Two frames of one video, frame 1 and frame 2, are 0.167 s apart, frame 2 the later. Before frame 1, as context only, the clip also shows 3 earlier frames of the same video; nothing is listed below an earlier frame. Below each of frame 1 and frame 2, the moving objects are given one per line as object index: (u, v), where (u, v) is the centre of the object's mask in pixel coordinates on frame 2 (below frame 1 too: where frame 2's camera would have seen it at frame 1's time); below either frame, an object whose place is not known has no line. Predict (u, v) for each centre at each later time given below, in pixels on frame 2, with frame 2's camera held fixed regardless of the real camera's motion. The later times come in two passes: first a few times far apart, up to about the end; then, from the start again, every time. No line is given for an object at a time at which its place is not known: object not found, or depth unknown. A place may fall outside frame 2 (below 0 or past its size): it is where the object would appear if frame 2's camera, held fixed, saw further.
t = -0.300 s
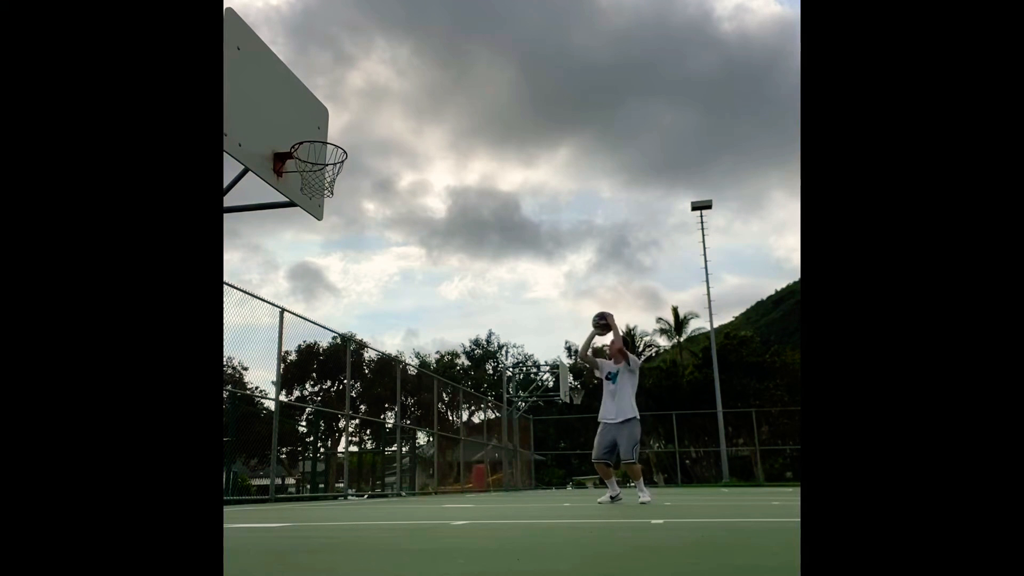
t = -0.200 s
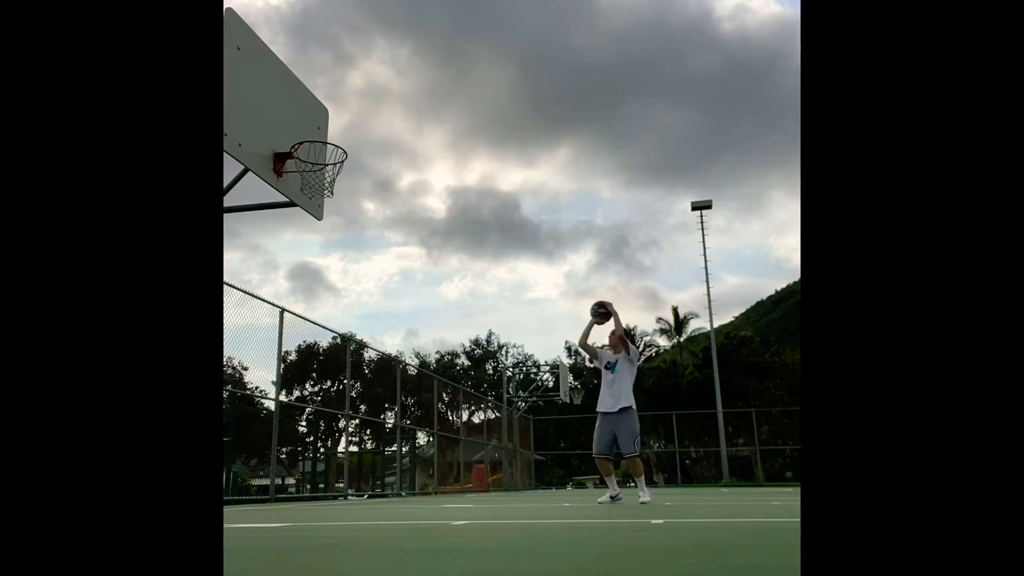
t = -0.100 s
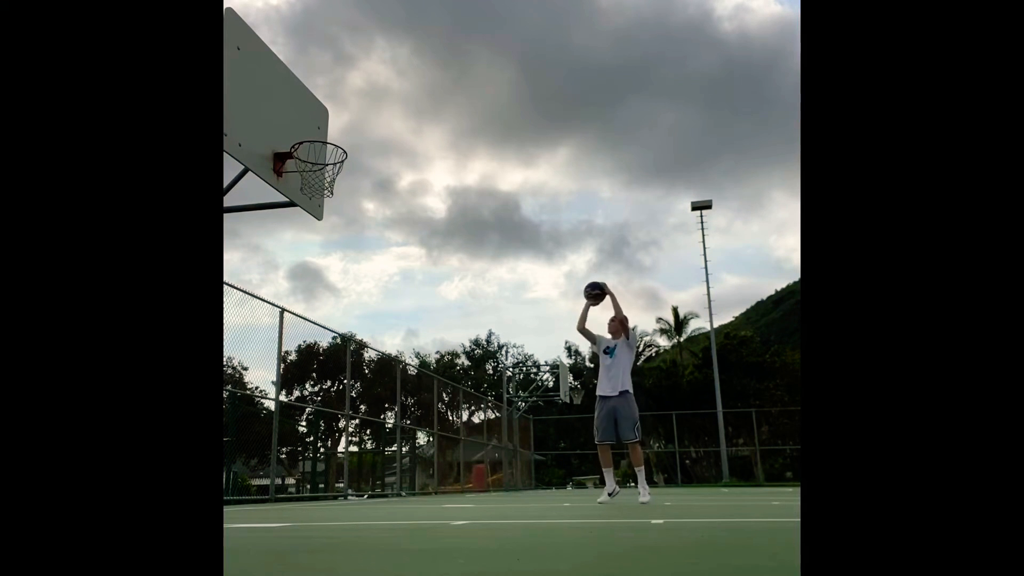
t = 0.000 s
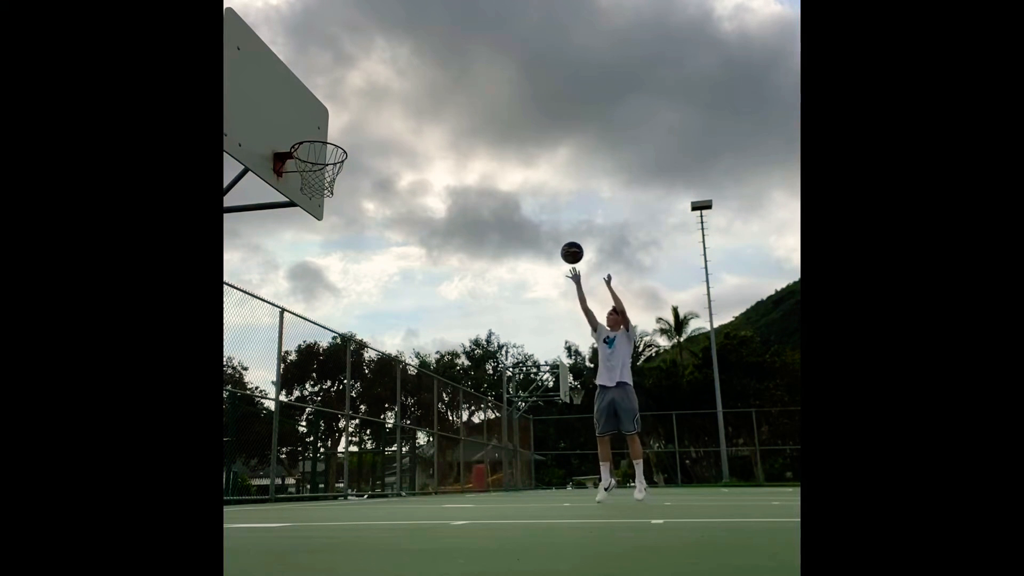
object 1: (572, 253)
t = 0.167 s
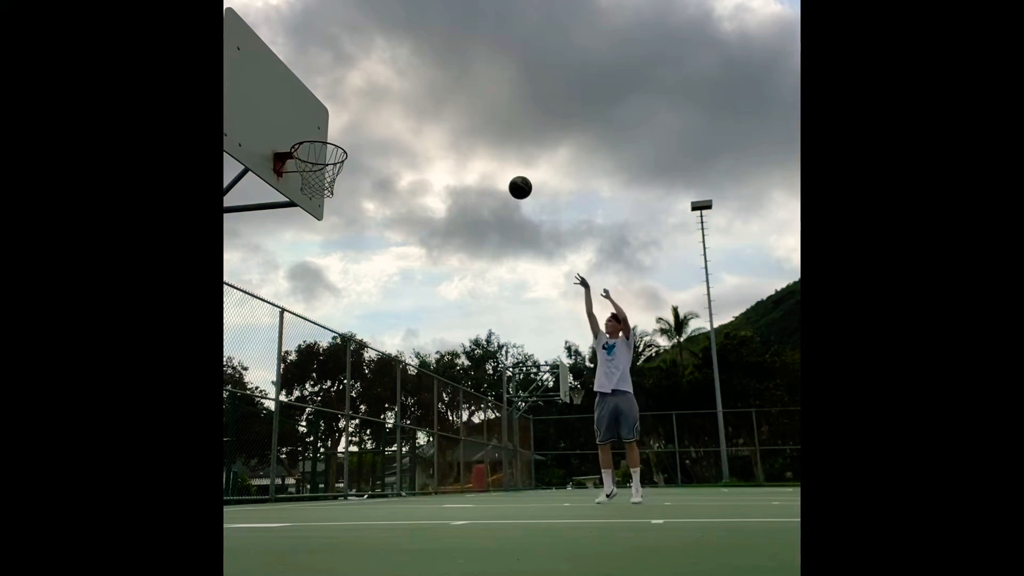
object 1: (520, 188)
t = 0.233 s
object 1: (499, 168)
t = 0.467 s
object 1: (422, 129)
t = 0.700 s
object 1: (335, 139)
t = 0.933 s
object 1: (323, 194)
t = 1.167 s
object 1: (344, 244)
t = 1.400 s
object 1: (364, 352)
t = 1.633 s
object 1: (383, 476)
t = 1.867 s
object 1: (410, 354)
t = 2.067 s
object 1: (432, 301)
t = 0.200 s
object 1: (509, 177)
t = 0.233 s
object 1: (499, 168)
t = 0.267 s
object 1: (488, 160)
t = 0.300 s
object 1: (477, 152)
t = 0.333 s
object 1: (467, 145)
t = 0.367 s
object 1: (456, 140)
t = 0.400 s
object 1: (445, 135)
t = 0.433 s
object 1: (433, 131)
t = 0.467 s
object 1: (422, 129)
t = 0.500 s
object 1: (410, 127)
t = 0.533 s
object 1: (398, 126)
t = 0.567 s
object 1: (386, 127)
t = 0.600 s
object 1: (373, 128)
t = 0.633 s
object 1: (361, 131)
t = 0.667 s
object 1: (348, 134)
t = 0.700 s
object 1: (335, 139)
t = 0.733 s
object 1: (321, 145)
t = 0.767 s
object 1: (307, 153)
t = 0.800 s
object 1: (309, 165)
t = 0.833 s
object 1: (312, 179)
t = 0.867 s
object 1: (315, 188)
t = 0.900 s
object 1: (320, 192)
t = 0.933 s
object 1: (323, 194)
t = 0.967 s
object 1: (326, 198)
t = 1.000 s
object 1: (329, 203)
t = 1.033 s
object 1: (332, 209)
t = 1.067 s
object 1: (335, 216)
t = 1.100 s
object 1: (338, 224)
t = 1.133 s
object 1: (341, 234)
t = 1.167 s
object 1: (344, 244)
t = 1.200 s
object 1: (347, 256)
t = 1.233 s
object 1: (350, 269)
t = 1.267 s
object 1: (353, 283)
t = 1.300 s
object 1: (356, 298)
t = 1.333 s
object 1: (359, 315)
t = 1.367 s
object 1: (361, 333)
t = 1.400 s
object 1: (364, 352)
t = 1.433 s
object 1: (367, 374)
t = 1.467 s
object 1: (370, 395)
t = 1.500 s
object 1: (371, 420)
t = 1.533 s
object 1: (373, 444)
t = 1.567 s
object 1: (376, 471)
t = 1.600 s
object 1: (379, 498)
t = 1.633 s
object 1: (383, 476)
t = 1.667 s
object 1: (388, 454)
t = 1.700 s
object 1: (390, 434)
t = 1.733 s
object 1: (395, 415)
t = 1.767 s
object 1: (399, 397)
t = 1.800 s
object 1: (403, 381)
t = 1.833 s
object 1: (406, 366)
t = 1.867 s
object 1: (410, 354)
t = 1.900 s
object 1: (414, 342)
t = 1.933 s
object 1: (417, 331)
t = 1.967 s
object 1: (421, 321)
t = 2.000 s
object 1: (425, 313)
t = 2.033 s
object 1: (428, 306)
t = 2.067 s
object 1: (432, 301)
